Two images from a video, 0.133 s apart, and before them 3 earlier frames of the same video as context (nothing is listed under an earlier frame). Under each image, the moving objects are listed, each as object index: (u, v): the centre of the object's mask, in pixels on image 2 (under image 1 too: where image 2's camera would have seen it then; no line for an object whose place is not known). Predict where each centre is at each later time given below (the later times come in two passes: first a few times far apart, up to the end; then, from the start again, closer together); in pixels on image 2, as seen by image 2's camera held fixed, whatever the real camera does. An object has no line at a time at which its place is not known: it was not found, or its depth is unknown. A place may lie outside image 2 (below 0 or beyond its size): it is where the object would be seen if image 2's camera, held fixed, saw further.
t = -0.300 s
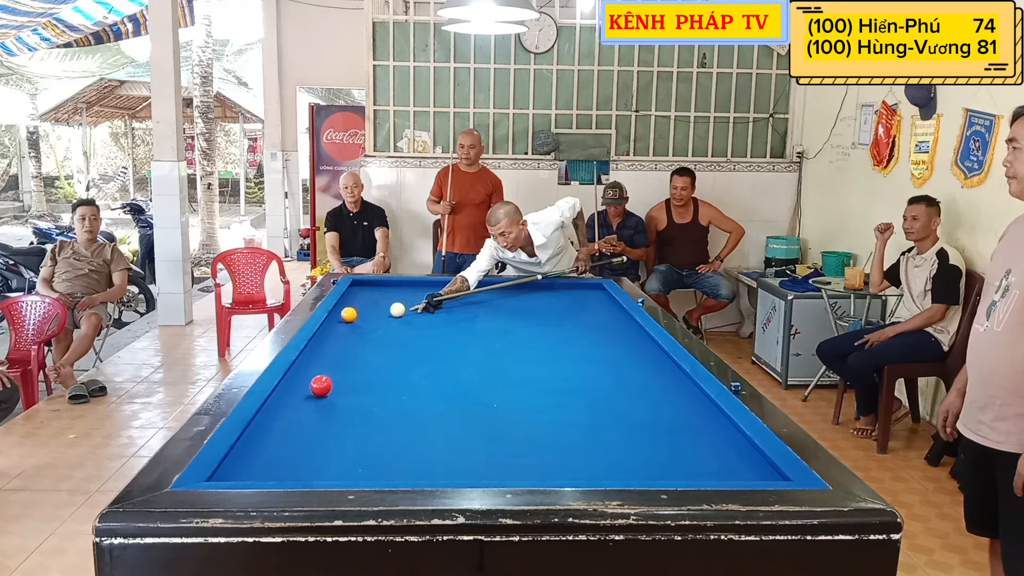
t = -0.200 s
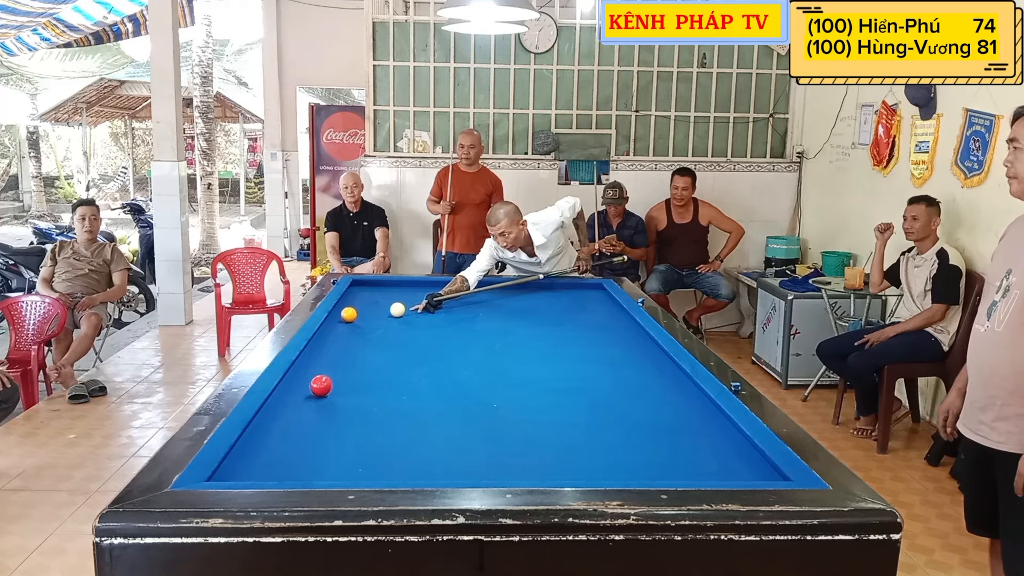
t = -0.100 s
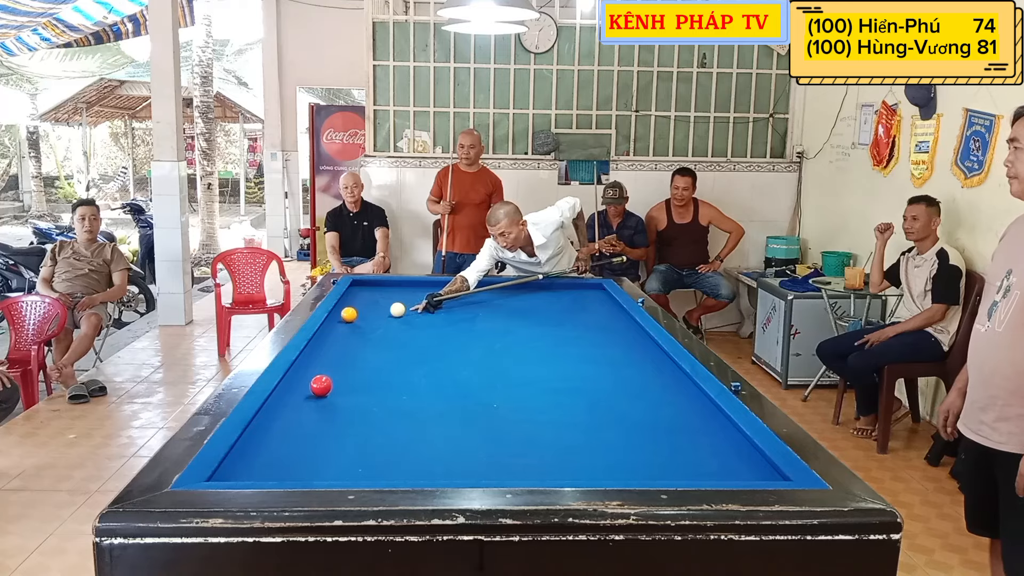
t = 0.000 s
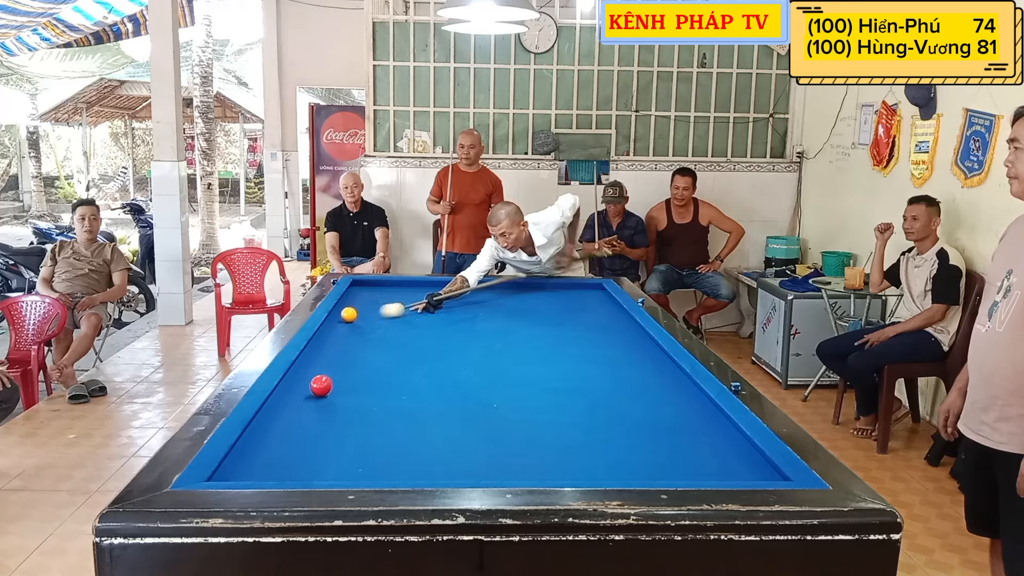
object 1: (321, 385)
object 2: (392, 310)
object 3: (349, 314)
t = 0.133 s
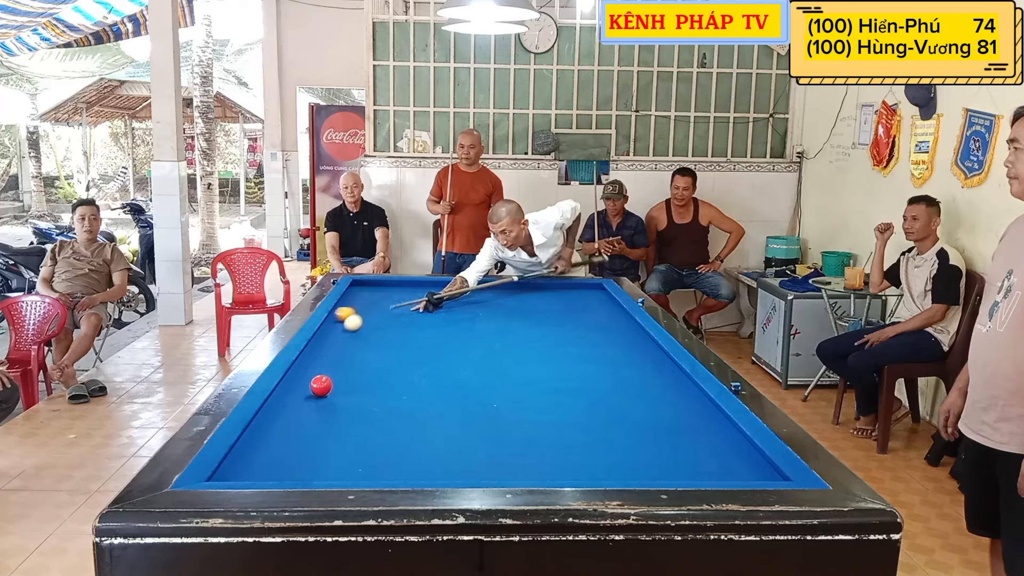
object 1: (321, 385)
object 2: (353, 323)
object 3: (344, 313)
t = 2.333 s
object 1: (650, 451)
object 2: (511, 411)
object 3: (547, 316)
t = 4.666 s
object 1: (615, 392)
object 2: (584, 333)
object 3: (365, 311)
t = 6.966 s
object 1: (536, 368)
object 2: (474, 296)
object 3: (383, 311)
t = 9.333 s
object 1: (521, 363)
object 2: (420, 285)
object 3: (389, 311)
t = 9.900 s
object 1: (521, 363)
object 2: (413, 286)
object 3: (389, 311)
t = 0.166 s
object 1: (321, 385)
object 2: (348, 326)
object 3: (355, 313)
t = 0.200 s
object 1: (321, 385)
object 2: (343, 329)
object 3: (362, 314)
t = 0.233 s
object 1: (321, 385)
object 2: (338, 333)
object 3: (370, 314)
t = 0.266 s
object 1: (321, 385)
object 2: (332, 336)
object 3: (377, 314)
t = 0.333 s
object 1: (321, 385)
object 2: (320, 344)
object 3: (392, 314)
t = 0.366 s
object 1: (321, 385)
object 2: (314, 348)
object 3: (398, 315)
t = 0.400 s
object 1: (321, 385)
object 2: (312, 352)
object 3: (405, 315)
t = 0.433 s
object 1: (321, 385)
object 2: (312, 356)
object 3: (412, 315)
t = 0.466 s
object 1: (321, 385)
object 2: (311, 360)
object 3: (419, 315)
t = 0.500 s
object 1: (321, 385)
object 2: (311, 364)
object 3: (426, 315)
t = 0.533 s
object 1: (321, 385)
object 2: (310, 368)
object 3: (433, 315)
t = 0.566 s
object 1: (321, 386)
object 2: (309, 373)
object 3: (440, 315)
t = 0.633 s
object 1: (325, 386)
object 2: (304, 382)
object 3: (454, 315)
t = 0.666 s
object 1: (332, 389)
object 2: (296, 385)
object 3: (461, 315)
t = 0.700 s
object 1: (339, 392)
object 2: (288, 387)
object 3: (467, 315)
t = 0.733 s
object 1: (347, 395)
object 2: (285, 390)
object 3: (474, 315)
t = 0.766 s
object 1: (354, 397)
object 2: (287, 393)
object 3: (481, 315)
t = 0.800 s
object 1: (360, 400)
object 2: (289, 397)
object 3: (487, 315)
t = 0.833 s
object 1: (367, 402)
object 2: (290, 401)
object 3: (494, 316)
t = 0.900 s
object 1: (379, 407)
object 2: (293, 409)
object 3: (507, 316)
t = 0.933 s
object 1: (386, 409)
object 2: (294, 413)
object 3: (514, 316)
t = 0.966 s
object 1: (392, 412)
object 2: (295, 417)
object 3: (521, 316)
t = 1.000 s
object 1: (399, 414)
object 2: (297, 421)
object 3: (527, 316)
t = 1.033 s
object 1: (405, 417)
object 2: (298, 426)
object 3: (534, 316)
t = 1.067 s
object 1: (412, 419)
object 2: (299, 430)
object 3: (540, 316)
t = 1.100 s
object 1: (419, 422)
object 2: (301, 435)
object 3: (547, 316)
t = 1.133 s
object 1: (426, 424)
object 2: (302, 440)
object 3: (553, 316)
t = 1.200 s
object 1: (440, 430)
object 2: (306, 450)
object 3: (566, 316)
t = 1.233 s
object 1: (447, 432)
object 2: (307, 455)
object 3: (573, 317)
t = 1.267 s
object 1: (454, 435)
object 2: (309, 460)
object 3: (579, 317)
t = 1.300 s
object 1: (462, 438)
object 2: (311, 466)
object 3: (585, 317)
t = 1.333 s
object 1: (469, 441)
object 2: (313, 470)
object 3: (592, 317)
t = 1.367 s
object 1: (477, 444)
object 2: (315, 473)
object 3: (598, 317)
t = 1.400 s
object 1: (485, 446)
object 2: (321, 473)
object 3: (604, 317)
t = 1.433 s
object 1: (492, 450)
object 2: (331, 471)
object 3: (611, 317)
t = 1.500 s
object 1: (509, 456)
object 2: (348, 466)
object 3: (623, 317)
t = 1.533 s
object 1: (517, 459)
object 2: (357, 463)
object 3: (626, 317)
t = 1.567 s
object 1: (525, 462)
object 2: (365, 460)
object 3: (622, 317)
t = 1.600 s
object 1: (534, 465)
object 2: (373, 457)
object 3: (618, 317)
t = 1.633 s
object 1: (542, 468)
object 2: (380, 455)
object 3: (614, 317)
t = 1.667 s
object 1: (551, 470)
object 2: (388, 452)
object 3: (610, 317)
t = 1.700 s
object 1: (560, 472)
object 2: (395, 450)
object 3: (607, 317)
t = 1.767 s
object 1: (574, 472)
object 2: (409, 445)
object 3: (600, 317)
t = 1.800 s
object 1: (578, 471)
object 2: (416, 443)
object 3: (597, 317)
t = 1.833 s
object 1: (583, 470)
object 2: (423, 440)
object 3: (594, 317)
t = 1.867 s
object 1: (588, 469)
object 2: (430, 438)
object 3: (591, 317)
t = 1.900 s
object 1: (593, 468)
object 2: (436, 436)
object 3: (588, 317)
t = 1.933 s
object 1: (598, 467)
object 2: (443, 434)
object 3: (584, 317)
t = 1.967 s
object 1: (602, 466)
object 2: (449, 432)
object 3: (581, 317)
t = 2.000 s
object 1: (607, 464)
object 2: (455, 430)
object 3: (578, 317)
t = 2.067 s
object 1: (616, 462)
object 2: (467, 426)
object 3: (572, 317)
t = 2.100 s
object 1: (620, 460)
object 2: (473, 424)
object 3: (568, 317)
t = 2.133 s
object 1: (625, 459)
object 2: (479, 422)
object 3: (565, 317)
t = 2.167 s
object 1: (629, 457)
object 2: (484, 420)
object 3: (562, 317)
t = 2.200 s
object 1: (634, 456)
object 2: (490, 418)
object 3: (559, 317)
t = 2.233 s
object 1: (638, 455)
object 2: (495, 416)
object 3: (556, 317)
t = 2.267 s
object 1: (642, 453)
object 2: (501, 415)
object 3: (553, 316)
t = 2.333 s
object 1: (650, 451)
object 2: (511, 411)
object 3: (547, 316)
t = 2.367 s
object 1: (654, 450)
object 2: (516, 410)
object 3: (544, 316)
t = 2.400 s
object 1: (658, 448)
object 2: (522, 408)
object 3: (541, 316)
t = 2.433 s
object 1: (663, 447)
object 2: (526, 406)
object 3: (538, 316)
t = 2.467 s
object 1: (666, 446)
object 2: (531, 405)
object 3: (535, 316)
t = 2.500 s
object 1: (670, 445)
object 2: (536, 403)
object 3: (532, 316)
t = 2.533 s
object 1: (674, 444)
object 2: (541, 402)
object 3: (529, 316)
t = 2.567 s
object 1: (678, 442)
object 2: (546, 400)
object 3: (526, 316)
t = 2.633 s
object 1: (685, 440)
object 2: (555, 397)
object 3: (520, 316)
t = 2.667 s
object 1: (689, 439)
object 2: (559, 395)
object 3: (517, 316)
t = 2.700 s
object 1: (693, 438)
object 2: (564, 394)
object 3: (514, 316)
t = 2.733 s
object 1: (696, 437)
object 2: (568, 393)
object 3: (511, 316)
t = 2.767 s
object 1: (700, 436)
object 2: (572, 391)
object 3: (508, 315)
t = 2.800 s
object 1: (703, 435)
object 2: (576, 390)
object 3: (505, 315)
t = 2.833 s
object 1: (707, 434)
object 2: (581, 389)
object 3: (502, 315)
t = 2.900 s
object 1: (713, 431)
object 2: (589, 386)
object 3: (497, 315)
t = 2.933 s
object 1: (716, 430)
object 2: (593, 385)
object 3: (494, 315)
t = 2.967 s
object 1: (720, 429)
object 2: (597, 383)
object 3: (491, 315)
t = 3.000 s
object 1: (723, 428)
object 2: (601, 382)
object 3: (488, 315)
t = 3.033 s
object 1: (726, 427)
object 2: (604, 381)
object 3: (485, 315)
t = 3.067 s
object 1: (727, 426)
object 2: (608, 380)
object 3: (483, 315)
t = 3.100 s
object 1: (724, 425)
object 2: (612, 378)
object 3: (480, 315)
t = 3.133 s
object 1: (721, 424)
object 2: (616, 377)
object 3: (477, 315)
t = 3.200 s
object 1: (715, 423)
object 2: (623, 375)
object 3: (472, 315)
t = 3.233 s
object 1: (712, 422)
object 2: (626, 374)
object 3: (469, 314)
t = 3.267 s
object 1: (709, 421)
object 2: (630, 373)
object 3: (466, 314)
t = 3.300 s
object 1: (707, 420)
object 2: (633, 372)
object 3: (464, 314)
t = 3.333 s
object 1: (704, 419)
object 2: (637, 371)
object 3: (461, 314)
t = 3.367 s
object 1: (701, 418)
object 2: (640, 369)
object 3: (458, 314)
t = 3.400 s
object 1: (698, 418)
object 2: (644, 368)
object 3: (456, 314)
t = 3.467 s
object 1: (693, 416)
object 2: (650, 366)
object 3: (451, 314)
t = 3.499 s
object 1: (690, 415)
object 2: (653, 365)
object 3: (448, 314)
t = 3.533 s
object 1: (688, 415)
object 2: (656, 364)
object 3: (445, 314)
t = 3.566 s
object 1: (685, 414)
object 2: (659, 363)
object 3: (443, 314)
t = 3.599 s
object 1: (683, 413)
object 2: (662, 362)
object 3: (440, 314)
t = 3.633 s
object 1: (680, 412)
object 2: (665, 361)
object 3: (438, 314)
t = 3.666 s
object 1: (677, 411)
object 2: (665, 360)
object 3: (435, 314)
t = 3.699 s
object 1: (675, 411)
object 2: (661, 359)
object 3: (433, 313)
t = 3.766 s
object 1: (670, 409)
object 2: (655, 357)
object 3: (428, 313)
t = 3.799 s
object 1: (668, 408)
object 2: (652, 356)
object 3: (425, 313)
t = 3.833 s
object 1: (666, 408)
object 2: (649, 355)
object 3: (423, 313)
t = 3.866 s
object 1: (663, 407)
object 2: (646, 354)
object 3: (420, 313)
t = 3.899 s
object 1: (661, 406)
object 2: (643, 353)
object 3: (418, 313)
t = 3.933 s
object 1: (659, 405)
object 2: (640, 352)
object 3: (415, 313)
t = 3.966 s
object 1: (657, 405)
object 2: (637, 351)
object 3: (413, 313)
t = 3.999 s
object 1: (655, 404)
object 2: (634, 350)
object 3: (411, 313)
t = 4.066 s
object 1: (650, 403)
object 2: (629, 348)
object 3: (406, 313)
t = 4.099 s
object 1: (648, 402)
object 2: (626, 347)
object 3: (403, 312)
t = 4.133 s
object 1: (646, 401)
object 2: (623, 346)
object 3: (401, 312)
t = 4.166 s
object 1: (644, 401)
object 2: (621, 345)
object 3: (399, 312)
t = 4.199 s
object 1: (642, 400)
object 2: (618, 344)
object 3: (396, 312)
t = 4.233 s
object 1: (640, 400)
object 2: (615, 344)
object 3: (394, 312)
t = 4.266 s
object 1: (638, 399)
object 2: (613, 343)
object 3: (392, 312)
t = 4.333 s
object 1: (634, 398)
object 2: (608, 341)
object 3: (387, 312)
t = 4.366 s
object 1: (632, 397)
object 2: (605, 340)
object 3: (385, 312)
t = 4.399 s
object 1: (630, 396)
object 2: (603, 339)
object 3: (383, 312)
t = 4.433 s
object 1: (628, 396)
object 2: (600, 338)
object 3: (381, 312)
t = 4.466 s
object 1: (626, 395)
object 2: (598, 338)
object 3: (378, 312)
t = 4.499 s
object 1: (624, 395)
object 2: (596, 337)
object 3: (376, 312)
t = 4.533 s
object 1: (622, 394)
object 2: (593, 336)
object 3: (374, 312)
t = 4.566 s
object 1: (620, 394)
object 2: (591, 335)
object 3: (372, 312)
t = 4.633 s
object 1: (617, 393)
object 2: (586, 334)
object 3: (367, 311)
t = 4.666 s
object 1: (615, 392)
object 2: (584, 333)
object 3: (365, 311)
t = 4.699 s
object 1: (613, 392)
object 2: (582, 332)
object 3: (363, 311)
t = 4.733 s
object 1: (611, 391)
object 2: (580, 332)
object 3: (361, 311)
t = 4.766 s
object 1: (610, 391)
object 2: (577, 331)
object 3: (359, 311)
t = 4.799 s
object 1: (608, 390)
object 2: (575, 330)
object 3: (357, 311)
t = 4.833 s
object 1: (606, 390)
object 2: (573, 329)
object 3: (355, 311)
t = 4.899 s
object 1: (603, 389)
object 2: (569, 328)
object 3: (350, 311)
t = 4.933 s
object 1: (601, 388)
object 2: (567, 327)
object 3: (348, 311)
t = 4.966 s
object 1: (600, 388)
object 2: (565, 327)
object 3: (347, 311)
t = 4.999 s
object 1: (598, 387)
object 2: (563, 326)
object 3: (344, 311)
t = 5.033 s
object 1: (597, 387)
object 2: (561, 325)
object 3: (343, 310)
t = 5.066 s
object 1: (595, 386)
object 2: (559, 325)
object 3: (341, 310)
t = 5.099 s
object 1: (594, 386)
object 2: (557, 324)
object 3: (339, 310)
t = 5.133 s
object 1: (593, 385)
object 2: (555, 323)
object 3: (340, 310)
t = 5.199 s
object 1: (590, 385)
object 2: (551, 322)
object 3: (342, 310)
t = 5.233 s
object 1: (588, 384)
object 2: (549, 321)
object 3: (343, 310)
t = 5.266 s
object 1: (587, 384)
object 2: (547, 321)
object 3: (344, 310)
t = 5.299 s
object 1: (585, 383)
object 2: (545, 320)
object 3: (345, 310)
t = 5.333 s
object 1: (584, 383)
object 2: (544, 319)
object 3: (346, 310)
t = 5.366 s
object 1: (583, 383)
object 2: (542, 319)
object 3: (347, 310)
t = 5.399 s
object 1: (581, 382)
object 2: (540, 318)
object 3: (349, 310)
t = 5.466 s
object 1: (579, 382)
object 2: (536, 317)
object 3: (350, 310)
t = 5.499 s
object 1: (577, 381)
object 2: (535, 316)
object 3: (352, 310)
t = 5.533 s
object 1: (576, 380)
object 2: (533, 316)
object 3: (353, 310)
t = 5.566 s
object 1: (575, 380)
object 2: (531, 315)
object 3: (354, 310)
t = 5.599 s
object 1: (574, 380)
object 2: (530, 315)
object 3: (355, 310)
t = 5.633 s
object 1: (572, 379)
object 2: (528, 314)
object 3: (355, 310)
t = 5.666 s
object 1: (571, 379)
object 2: (526, 314)
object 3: (356, 310)
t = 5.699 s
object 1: (570, 379)
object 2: (525, 313)
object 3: (357, 310)
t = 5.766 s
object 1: (568, 378)
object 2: (521, 312)
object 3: (359, 310)
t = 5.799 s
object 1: (566, 378)
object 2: (520, 311)
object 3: (360, 310)
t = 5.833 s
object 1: (565, 377)
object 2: (518, 311)
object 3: (361, 310)
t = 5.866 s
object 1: (564, 377)
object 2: (517, 310)
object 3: (362, 310)
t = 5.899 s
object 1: (563, 377)
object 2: (515, 310)
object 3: (363, 310)
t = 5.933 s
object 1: (562, 376)
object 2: (514, 309)
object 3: (364, 310)
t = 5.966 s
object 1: (561, 376)
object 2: (512, 309)
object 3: (364, 310)
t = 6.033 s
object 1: (559, 375)
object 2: (509, 308)
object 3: (366, 310)
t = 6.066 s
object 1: (558, 375)
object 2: (508, 307)
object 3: (367, 310)
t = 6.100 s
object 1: (557, 375)
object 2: (506, 307)
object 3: (368, 310)
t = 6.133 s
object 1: (556, 374)
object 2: (505, 306)
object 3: (368, 311)
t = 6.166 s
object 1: (555, 374)
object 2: (503, 306)
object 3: (369, 311)
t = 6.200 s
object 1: (554, 374)
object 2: (502, 305)
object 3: (370, 311)
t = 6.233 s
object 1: (553, 373)
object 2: (501, 305)
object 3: (371, 311)
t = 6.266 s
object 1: (552, 373)
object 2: (499, 304)
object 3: (371, 311)
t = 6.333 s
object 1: (551, 372)
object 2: (497, 304)
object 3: (373, 311)
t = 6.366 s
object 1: (550, 372)
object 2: (495, 303)
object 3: (373, 311)
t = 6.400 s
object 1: (549, 372)
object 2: (494, 303)
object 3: (374, 311)
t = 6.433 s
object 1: (548, 371)
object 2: (492, 302)
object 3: (375, 311)
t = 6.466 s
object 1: (547, 371)
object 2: (491, 302)
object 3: (375, 311)
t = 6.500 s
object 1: (546, 371)
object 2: (490, 301)
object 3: (376, 311)
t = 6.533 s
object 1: (546, 371)
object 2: (489, 301)
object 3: (376, 311)
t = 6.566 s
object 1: (545, 371)
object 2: (488, 301)
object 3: (377, 311)
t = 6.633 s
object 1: (543, 370)
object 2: (485, 300)
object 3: (378, 311)
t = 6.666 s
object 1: (542, 370)
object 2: (484, 299)
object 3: (379, 311)
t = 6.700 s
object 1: (542, 370)
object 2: (483, 299)
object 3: (379, 311)
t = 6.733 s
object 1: (541, 369)
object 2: (482, 298)
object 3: (380, 311)
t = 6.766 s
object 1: (540, 369)
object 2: (480, 298)
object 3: (380, 311)
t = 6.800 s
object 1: (540, 369)
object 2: (479, 298)
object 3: (381, 311)
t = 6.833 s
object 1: (539, 369)
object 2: (478, 297)
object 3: (381, 311)
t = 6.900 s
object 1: (537, 368)
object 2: (476, 296)
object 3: (382, 311)
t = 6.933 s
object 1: (537, 368)
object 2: (475, 296)
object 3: (382, 311)
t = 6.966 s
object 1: (536, 368)
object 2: (474, 296)
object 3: (383, 311)
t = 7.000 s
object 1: (536, 368)
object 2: (472, 295)
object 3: (383, 311)
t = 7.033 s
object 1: (535, 367)
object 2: (471, 295)
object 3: (384, 311)
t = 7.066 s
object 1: (534, 367)
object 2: (470, 295)
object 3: (384, 311)
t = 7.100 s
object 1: (534, 367)
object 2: (469, 294)
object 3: (384, 311)
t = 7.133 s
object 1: (533, 367)
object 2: (468, 294)
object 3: (385, 311)
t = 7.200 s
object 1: (532, 366)
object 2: (466, 293)
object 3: (386, 311)
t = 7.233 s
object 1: (532, 366)
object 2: (465, 293)
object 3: (386, 311)
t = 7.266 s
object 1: (531, 366)
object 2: (464, 292)
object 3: (386, 311)
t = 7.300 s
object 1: (531, 366)
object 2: (463, 292)
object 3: (386, 311)
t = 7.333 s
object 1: (530, 366)
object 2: (462, 292)
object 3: (387, 311)
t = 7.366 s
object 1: (530, 365)
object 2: (461, 291)
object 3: (387, 311)
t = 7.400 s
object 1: (529, 365)
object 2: (460, 291)
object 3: (387, 311)
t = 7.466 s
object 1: (528, 365)
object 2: (458, 290)
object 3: (388, 311)
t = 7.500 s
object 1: (528, 365)
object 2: (457, 290)
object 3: (388, 311)
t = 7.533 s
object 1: (528, 365)
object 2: (457, 290)
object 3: (388, 311)
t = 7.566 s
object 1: (527, 365)
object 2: (456, 290)
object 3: (388, 311)
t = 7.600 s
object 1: (527, 365)
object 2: (455, 289)
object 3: (389, 311)
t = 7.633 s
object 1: (527, 365)
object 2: (454, 289)
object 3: (389, 311)
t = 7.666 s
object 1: (526, 364)
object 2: (453, 289)
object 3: (389, 311)
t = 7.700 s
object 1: (526, 364)
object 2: (452, 288)
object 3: (389, 311)
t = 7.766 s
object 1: (525, 364)
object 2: (450, 288)
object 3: (389, 311)
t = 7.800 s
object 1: (525, 364)
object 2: (449, 288)
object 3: (390, 311)
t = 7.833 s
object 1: (524, 364)
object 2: (448, 287)
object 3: (390, 311)
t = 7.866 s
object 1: (524, 364)
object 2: (448, 287)
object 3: (390, 311)
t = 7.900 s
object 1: (524, 364)
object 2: (447, 287)
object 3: (390, 311)
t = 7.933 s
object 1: (524, 364)
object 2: (446, 286)
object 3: (390, 311)
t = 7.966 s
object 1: (523, 364)
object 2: (445, 286)
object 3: (390, 311)
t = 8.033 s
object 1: (523, 363)
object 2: (443, 286)
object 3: (390, 311)
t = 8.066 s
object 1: (523, 364)
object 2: (443, 285)
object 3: (389, 311)
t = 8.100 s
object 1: (522, 363)
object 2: (442, 285)
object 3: (389, 311)
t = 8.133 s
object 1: (522, 363)
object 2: (441, 285)
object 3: (389, 311)
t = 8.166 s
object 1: (522, 363)
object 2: (440, 285)
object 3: (389, 311)
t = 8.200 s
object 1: (522, 363)
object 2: (440, 284)
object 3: (389, 311)
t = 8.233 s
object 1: (522, 363)
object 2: (439, 284)
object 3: (389, 311)
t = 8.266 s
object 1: (522, 363)
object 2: (438, 284)
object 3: (389, 311)
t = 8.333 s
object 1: (521, 363)
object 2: (436, 283)
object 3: (389, 311)
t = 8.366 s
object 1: (521, 363)
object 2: (436, 283)
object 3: (389, 311)
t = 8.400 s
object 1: (521, 363)
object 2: (435, 283)
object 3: (389, 311)
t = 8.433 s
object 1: (521, 363)
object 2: (435, 283)
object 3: (389, 311)
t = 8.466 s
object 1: (521, 363)
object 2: (434, 283)
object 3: (389, 311)
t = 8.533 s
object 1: (521, 363)
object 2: (433, 283)
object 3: (389, 311)
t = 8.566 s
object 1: (521, 363)
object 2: (433, 283)
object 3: (389, 311)
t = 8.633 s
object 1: (521, 363)
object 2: (431, 283)
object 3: (389, 311)
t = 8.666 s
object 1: (521, 363)
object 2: (431, 283)
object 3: (389, 311)
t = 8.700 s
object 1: (521, 363)
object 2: (430, 283)
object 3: (389, 311)
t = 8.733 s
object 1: (521, 363)
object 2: (430, 283)
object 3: (389, 311)
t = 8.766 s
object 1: (521, 363)
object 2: (429, 283)
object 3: (389, 311)
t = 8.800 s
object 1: (521, 363)
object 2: (428, 284)
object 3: (389, 311)
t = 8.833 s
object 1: (521, 363)
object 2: (428, 284)
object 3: (389, 311)
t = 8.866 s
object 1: (521, 363)
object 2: (427, 284)
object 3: (389, 311)
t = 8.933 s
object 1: (521, 363)
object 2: (426, 284)
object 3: (389, 311)
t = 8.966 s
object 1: (521, 363)
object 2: (425, 284)
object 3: (389, 311)
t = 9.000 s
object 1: (521, 363)
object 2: (425, 284)
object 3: (389, 311)
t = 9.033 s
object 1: (521, 363)
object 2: (424, 284)
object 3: (389, 311)
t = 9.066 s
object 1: (521, 363)
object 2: (424, 284)
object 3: (389, 311)
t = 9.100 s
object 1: (521, 363)
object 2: (423, 284)
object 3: (389, 311)
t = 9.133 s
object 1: (521, 363)
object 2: (423, 285)
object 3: (389, 311)
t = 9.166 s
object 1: (521, 363)
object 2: (422, 285)
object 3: (389, 311)
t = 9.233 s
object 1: (521, 363)
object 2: (421, 285)
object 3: (389, 311)
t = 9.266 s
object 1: (521, 363)
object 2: (421, 285)
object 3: (389, 311)
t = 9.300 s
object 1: (521, 363)
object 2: (420, 285)
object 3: (389, 311)
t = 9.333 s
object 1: (521, 363)
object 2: (420, 285)
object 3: (389, 311)
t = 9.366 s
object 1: (521, 363)
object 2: (419, 285)
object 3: (389, 311)
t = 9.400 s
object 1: (521, 363)
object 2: (419, 285)
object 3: (389, 311)
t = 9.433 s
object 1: (521, 363)
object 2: (418, 285)
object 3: (389, 311)
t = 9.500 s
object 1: (521, 363)
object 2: (417, 286)
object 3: (389, 311)
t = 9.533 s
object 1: (521, 363)
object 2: (417, 286)
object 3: (389, 311)
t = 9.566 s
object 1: (521, 363)
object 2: (417, 286)
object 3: (389, 311)
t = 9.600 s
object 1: (521, 363)
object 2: (416, 286)
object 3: (389, 311)
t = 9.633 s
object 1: (521, 363)
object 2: (416, 286)
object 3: (389, 311)
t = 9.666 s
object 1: (521, 363)
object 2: (415, 286)
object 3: (389, 311)
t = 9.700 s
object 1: (521, 363)
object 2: (415, 286)
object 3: (389, 311)
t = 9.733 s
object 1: (521, 363)
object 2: (414, 286)
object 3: (389, 311)
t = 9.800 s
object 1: (521, 363)
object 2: (414, 286)
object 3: (389, 311)
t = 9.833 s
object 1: (521, 363)
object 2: (413, 286)
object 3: (389, 311)
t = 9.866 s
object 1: (521, 363)
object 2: (413, 286)
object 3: (389, 311)
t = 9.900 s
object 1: (521, 363)
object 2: (413, 286)
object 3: (389, 311)
